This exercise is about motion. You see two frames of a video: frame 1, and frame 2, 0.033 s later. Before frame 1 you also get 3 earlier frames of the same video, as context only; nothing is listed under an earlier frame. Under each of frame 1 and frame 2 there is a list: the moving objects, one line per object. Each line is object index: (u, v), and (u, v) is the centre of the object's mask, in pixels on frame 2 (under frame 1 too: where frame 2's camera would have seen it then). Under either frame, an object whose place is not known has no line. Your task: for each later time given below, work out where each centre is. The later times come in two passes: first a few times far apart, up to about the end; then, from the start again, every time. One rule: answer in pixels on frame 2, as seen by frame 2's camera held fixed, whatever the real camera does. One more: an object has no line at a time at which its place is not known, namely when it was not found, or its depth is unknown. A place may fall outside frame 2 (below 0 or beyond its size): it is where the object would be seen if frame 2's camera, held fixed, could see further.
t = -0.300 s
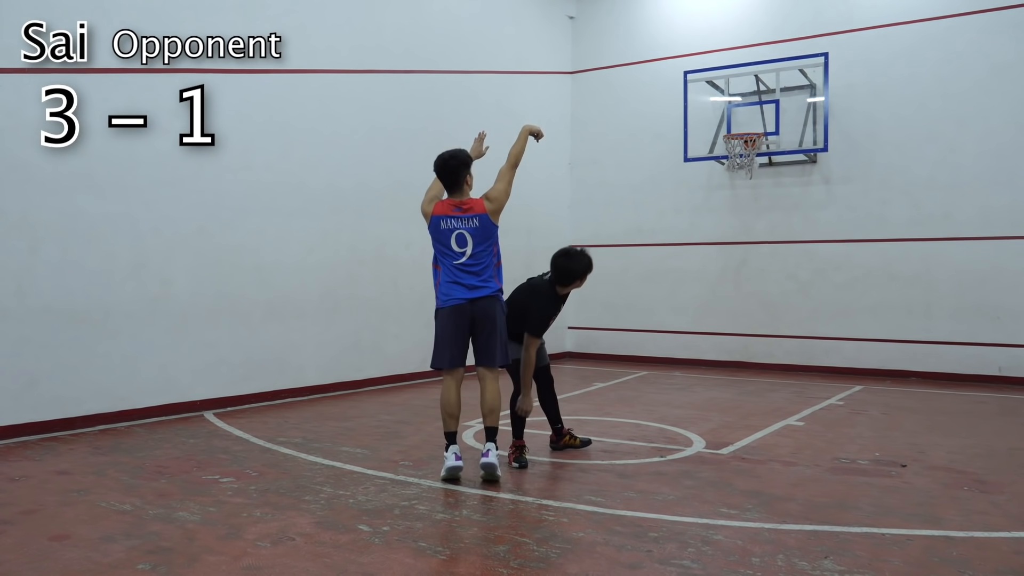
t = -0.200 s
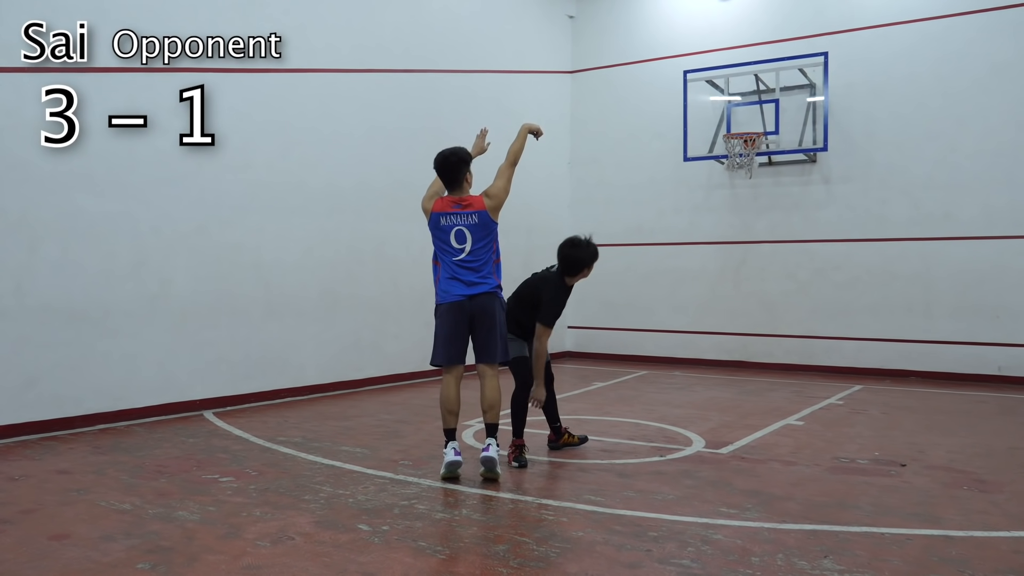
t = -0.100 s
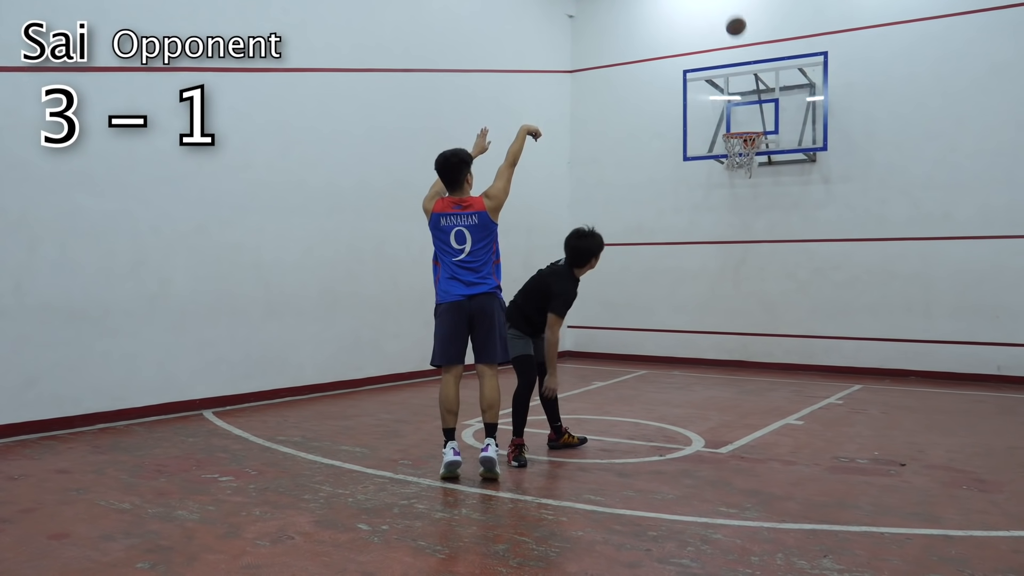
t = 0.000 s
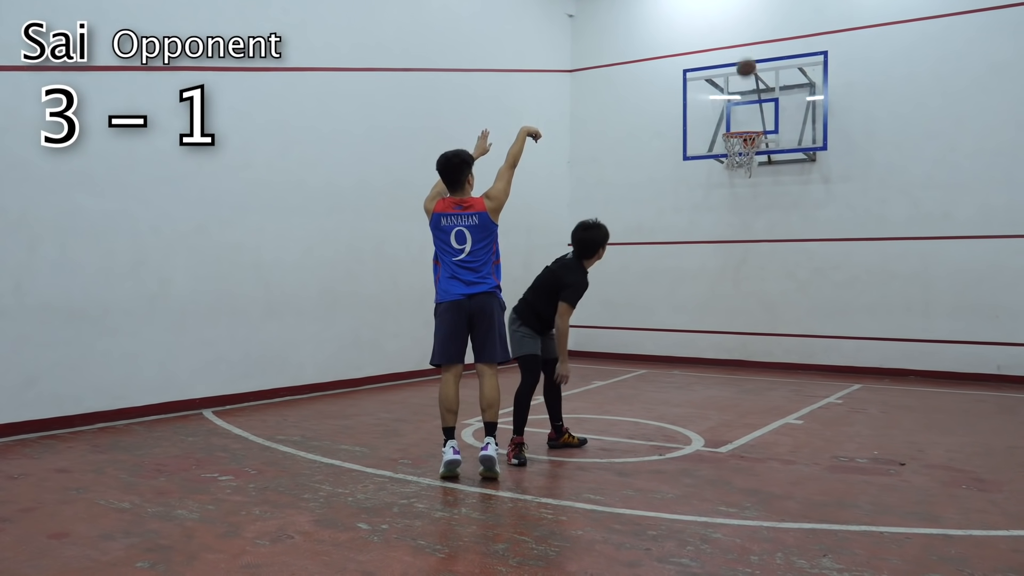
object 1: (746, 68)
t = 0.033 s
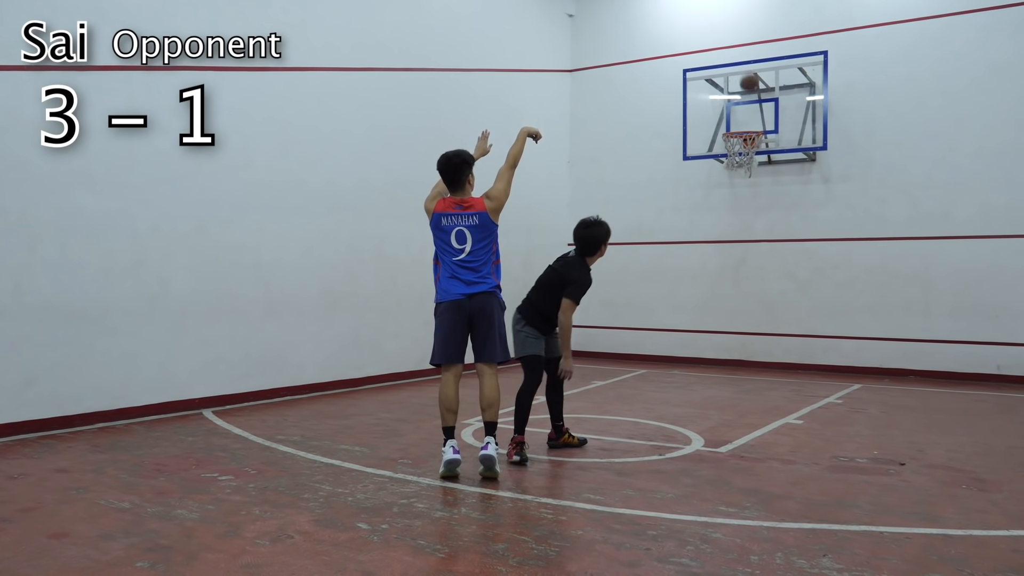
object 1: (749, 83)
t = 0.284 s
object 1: (740, 149)
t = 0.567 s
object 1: (733, 190)
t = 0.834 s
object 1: (727, 280)
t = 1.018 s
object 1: (722, 368)
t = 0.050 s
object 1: (750, 90)
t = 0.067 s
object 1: (752, 97)
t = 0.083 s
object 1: (754, 105)
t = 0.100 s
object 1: (755, 113)
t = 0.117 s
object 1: (754, 118)
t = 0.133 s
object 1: (753, 122)
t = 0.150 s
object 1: (751, 124)
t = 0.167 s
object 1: (750, 126)
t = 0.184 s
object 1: (748, 127)
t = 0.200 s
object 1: (747, 137)
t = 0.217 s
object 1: (743, 142)
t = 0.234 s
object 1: (742, 143)
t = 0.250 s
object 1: (742, 145)
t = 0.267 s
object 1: (741, 147)
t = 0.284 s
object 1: (740, 149)
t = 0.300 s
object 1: (740, 153)
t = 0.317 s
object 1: (738, 155)
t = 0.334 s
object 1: (738, 156)
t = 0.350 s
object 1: (738, 157)
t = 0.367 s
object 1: (737, 159)
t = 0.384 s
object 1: (736, 161)
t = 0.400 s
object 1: (734, 166)
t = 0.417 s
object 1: (734, 166)
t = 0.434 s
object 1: (734, 167)
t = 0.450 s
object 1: (734, 169)
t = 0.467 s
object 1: (735, 171)
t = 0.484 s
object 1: (735, 173)
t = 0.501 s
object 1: (735, 176)
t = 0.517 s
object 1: (734, 180)
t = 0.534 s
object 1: (734, 183)
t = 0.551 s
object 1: (733, 187)
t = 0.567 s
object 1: (733, 190)
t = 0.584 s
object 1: (733, 195)
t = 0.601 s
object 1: (732, 199)
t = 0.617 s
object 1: (732, 203)
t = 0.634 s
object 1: (732, 208)
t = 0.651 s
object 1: (731, 212)
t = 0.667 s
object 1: (731, 218)
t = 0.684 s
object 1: (730, 223)
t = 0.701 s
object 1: (730, 229)
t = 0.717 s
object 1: (730, 234)
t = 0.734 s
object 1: (729, 241)
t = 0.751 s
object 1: (729, 247)
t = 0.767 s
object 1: (728, 253)
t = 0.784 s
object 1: (728, 260)
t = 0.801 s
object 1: (728, 266)
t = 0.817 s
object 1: (727, 273)
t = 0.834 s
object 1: (727, 280)
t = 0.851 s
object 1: (726, 287)
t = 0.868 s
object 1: (726, 295)
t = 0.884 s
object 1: (726, 303)
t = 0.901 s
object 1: (725, 311)
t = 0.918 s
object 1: (725, 318)
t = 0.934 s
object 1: (725, 327)
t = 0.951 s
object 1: (724, 335)
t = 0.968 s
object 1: (723, 344)
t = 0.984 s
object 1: (723, 351)
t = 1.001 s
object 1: (723, 362)
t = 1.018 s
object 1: (722, 368)
